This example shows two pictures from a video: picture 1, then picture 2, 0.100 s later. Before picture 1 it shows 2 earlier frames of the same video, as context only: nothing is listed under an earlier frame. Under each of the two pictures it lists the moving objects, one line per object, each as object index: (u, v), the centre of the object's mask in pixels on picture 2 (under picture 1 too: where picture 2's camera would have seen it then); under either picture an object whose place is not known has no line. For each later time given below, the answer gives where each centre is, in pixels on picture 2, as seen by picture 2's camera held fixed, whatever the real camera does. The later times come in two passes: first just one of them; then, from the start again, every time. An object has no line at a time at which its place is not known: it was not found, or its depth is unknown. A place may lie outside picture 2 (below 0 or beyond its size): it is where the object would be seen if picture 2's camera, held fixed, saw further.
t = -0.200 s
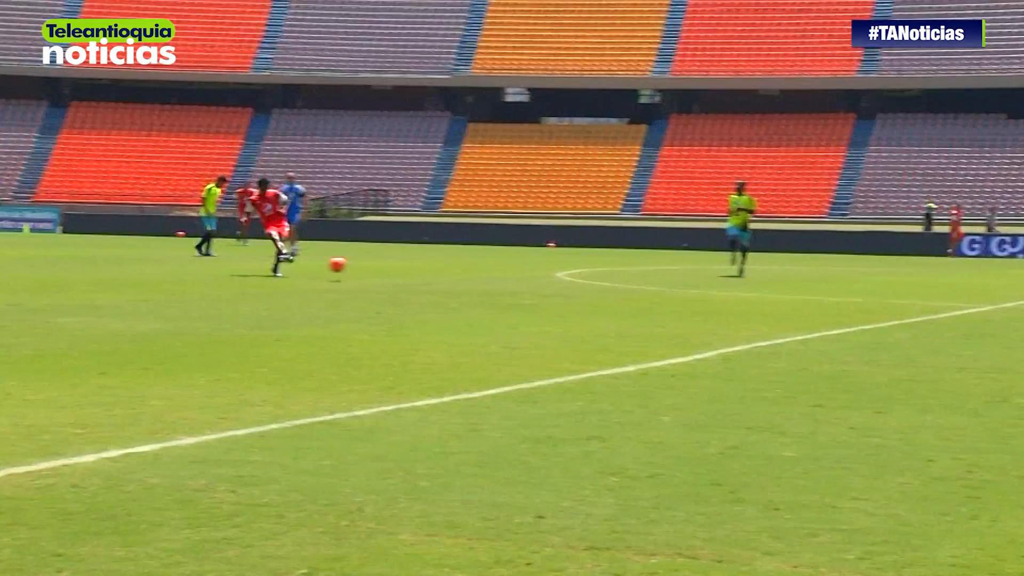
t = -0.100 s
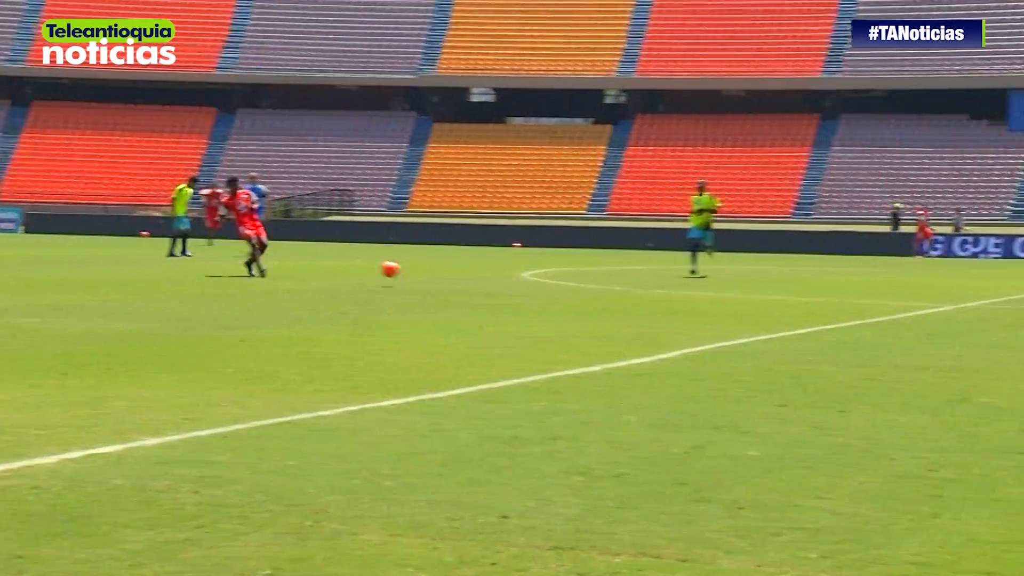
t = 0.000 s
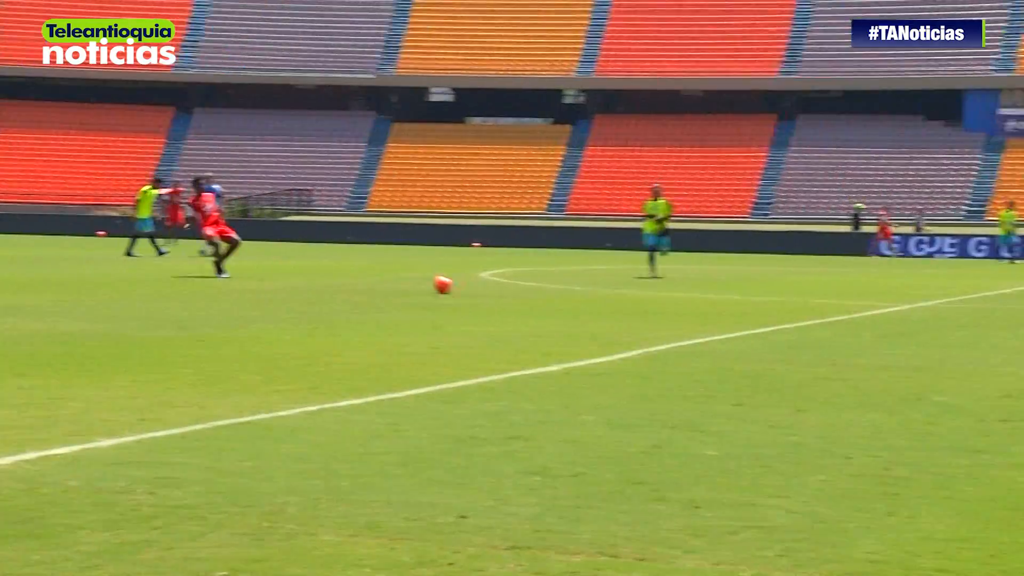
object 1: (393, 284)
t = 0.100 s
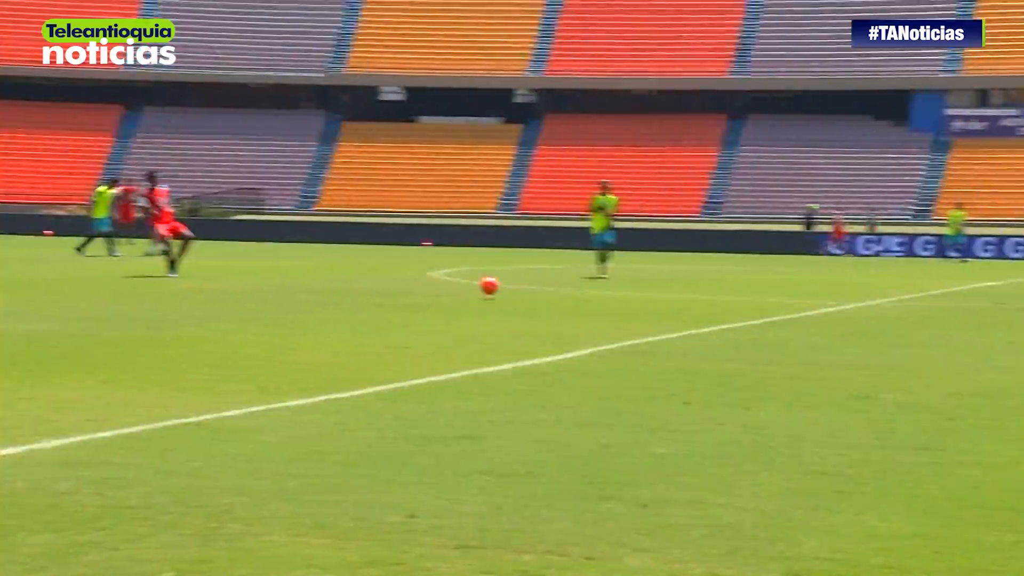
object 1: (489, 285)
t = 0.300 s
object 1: (698, 300)
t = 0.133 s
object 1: (523, 287)
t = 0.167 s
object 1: (556, 291)
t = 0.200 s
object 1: (592, 295)
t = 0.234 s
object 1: (627, 300)
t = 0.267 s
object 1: (662, 300)
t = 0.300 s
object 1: (698, 300)
